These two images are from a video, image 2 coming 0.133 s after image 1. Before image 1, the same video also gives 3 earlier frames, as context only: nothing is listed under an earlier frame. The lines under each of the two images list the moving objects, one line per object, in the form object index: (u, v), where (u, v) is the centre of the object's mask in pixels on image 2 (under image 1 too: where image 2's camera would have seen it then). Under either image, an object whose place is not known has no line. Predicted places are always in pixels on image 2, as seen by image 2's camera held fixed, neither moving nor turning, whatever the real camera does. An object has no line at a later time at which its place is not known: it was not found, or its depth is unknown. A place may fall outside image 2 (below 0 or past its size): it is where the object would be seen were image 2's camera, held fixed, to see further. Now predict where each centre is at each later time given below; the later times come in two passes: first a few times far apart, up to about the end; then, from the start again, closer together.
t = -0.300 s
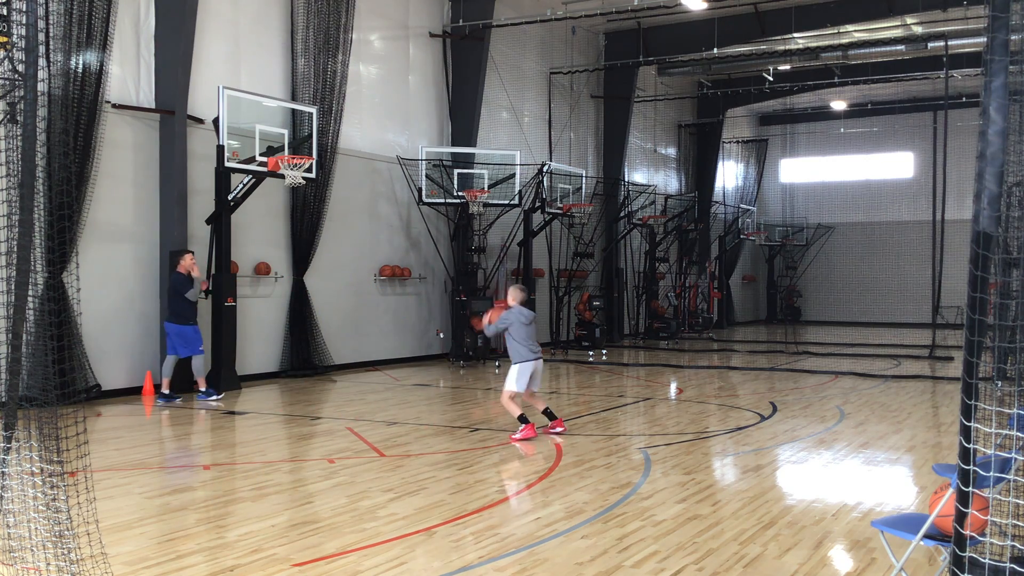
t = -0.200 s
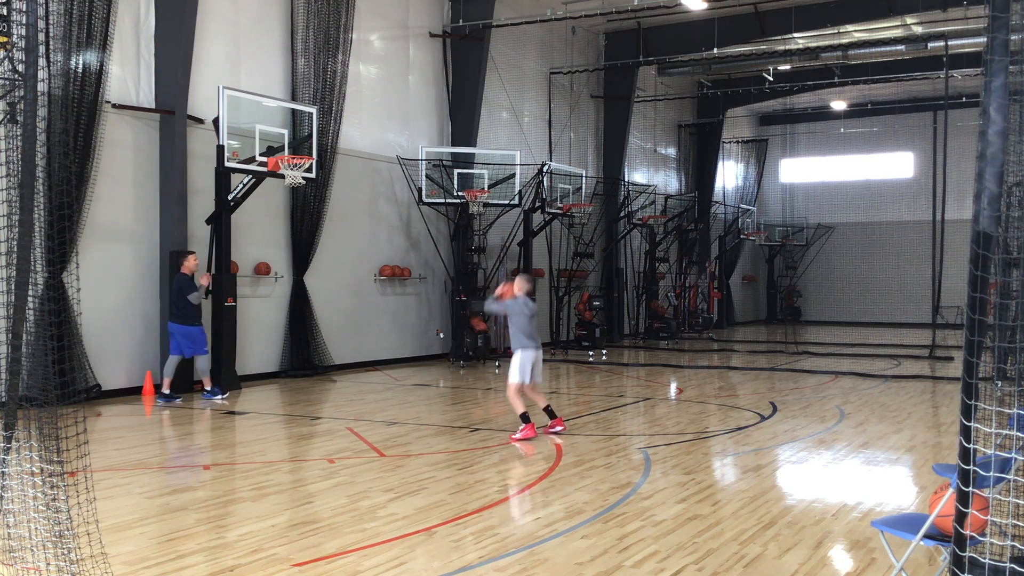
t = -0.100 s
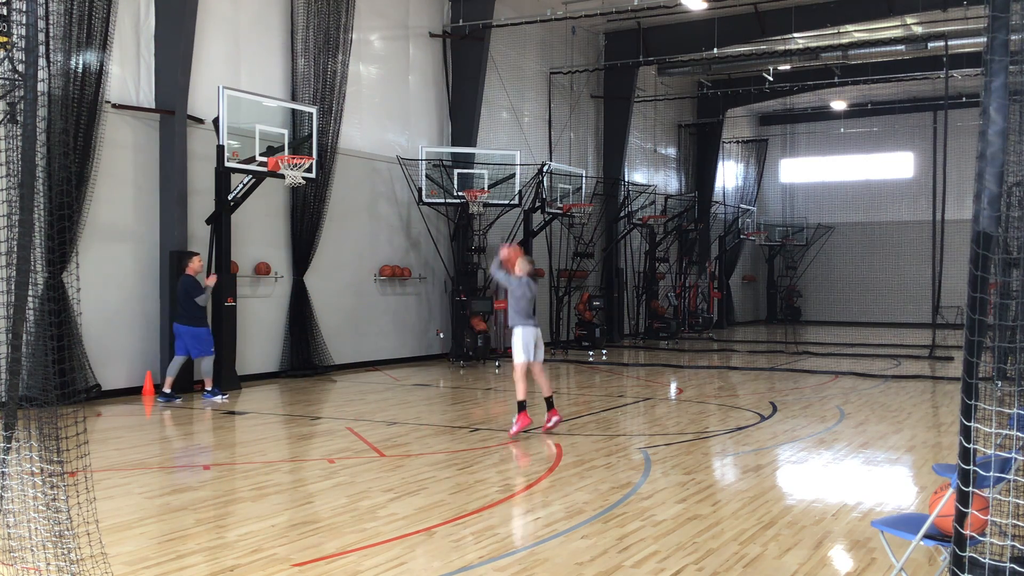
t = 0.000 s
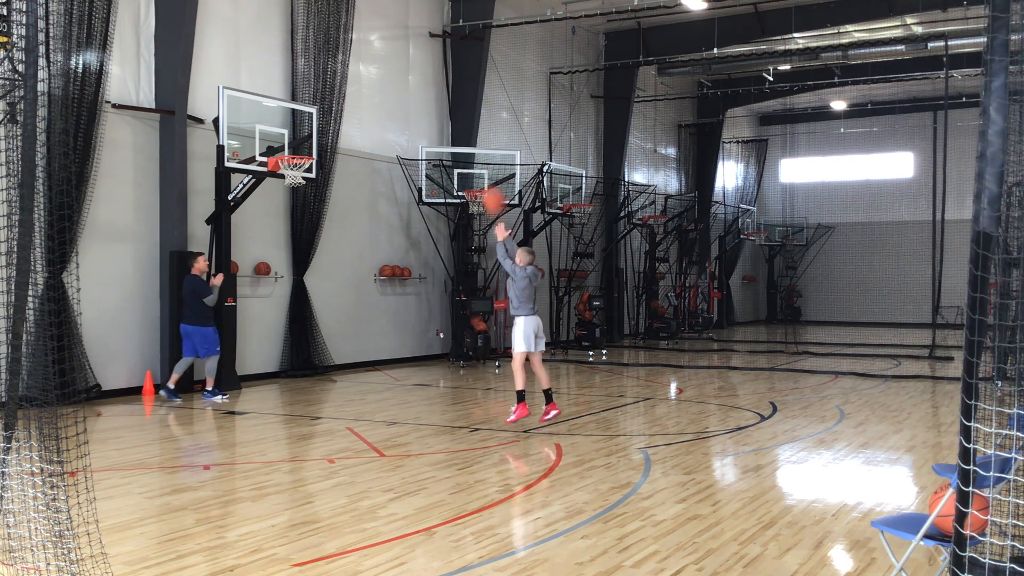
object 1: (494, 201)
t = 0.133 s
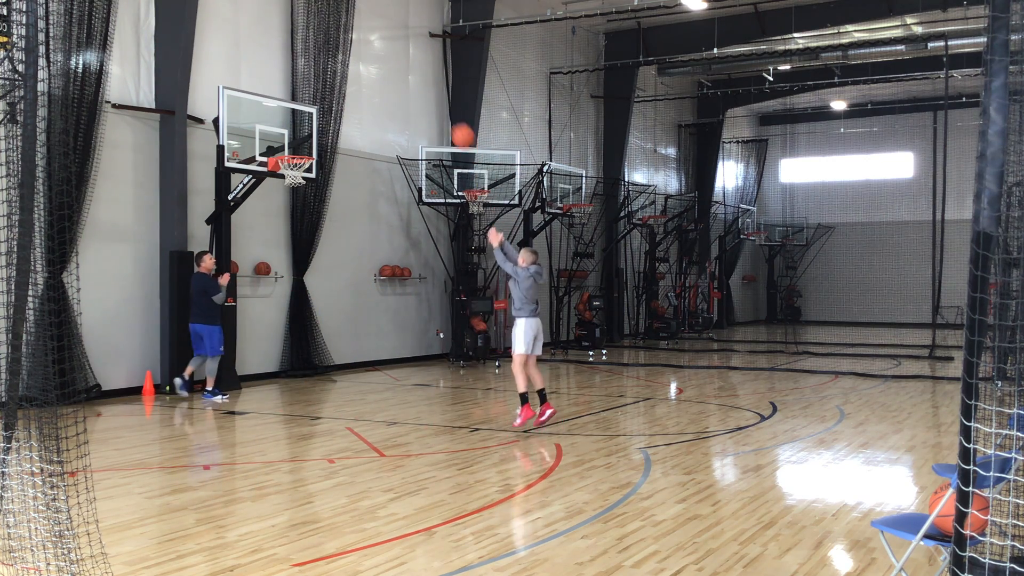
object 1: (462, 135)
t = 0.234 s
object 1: (442, 102)
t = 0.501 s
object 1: (390, 57)
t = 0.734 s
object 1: (351, 70)
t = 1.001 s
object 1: (311, 134)
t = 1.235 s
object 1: (291, 155)
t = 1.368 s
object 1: (304, 165)
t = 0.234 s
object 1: (442, 102)
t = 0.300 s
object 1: (427, 84)
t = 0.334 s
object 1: (421, 77)
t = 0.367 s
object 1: (414, 71)
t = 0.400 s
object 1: (408, 66)
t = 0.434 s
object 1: (402, 62)
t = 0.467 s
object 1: (396, 59)
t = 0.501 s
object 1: (390, 57)
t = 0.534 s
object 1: (384, 56)
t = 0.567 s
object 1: (378, 56)
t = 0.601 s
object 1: (373, 57)
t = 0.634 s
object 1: (367, 59)
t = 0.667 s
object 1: (362, 62)
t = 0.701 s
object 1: (356, 66)
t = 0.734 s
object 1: (351, 70)
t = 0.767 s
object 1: (346, 75)
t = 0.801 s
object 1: (341, 82)
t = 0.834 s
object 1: (336, 88)
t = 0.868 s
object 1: (330, 96)
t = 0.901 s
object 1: (325, 104)
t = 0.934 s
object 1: (321, 113)
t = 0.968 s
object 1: (316, 124)
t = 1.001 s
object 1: (311, 134)
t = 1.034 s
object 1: (306, 146)
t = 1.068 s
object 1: (302, 150)
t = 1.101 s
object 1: (299, 150)
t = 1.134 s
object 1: (296, 152)
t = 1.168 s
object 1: (292, 154)
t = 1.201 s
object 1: (291, 153)
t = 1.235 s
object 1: (291, 155)
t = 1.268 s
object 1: (292, 153)
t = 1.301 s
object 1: (295, 153)
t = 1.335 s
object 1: (298, 155)
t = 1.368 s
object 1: (304, 165)
